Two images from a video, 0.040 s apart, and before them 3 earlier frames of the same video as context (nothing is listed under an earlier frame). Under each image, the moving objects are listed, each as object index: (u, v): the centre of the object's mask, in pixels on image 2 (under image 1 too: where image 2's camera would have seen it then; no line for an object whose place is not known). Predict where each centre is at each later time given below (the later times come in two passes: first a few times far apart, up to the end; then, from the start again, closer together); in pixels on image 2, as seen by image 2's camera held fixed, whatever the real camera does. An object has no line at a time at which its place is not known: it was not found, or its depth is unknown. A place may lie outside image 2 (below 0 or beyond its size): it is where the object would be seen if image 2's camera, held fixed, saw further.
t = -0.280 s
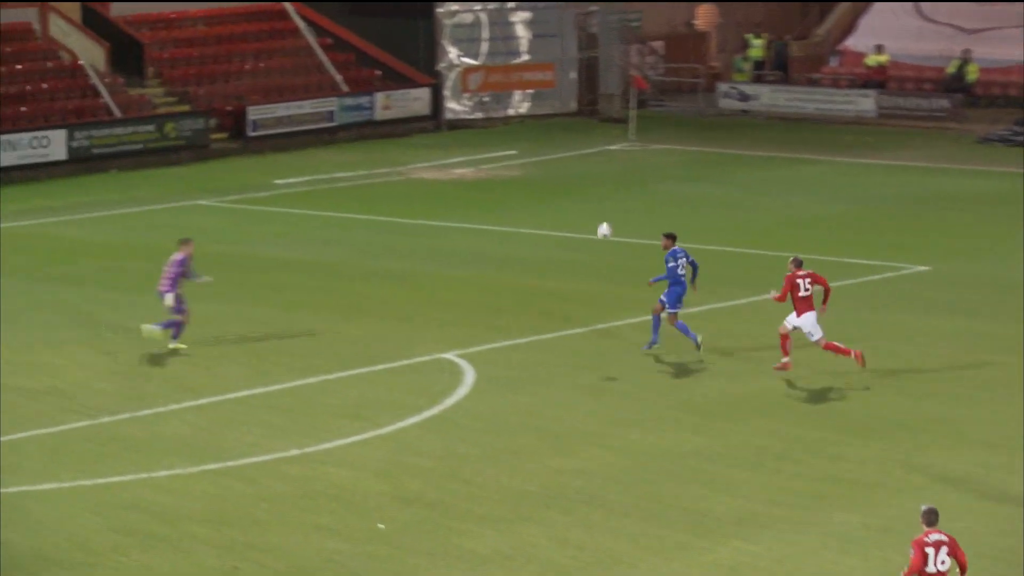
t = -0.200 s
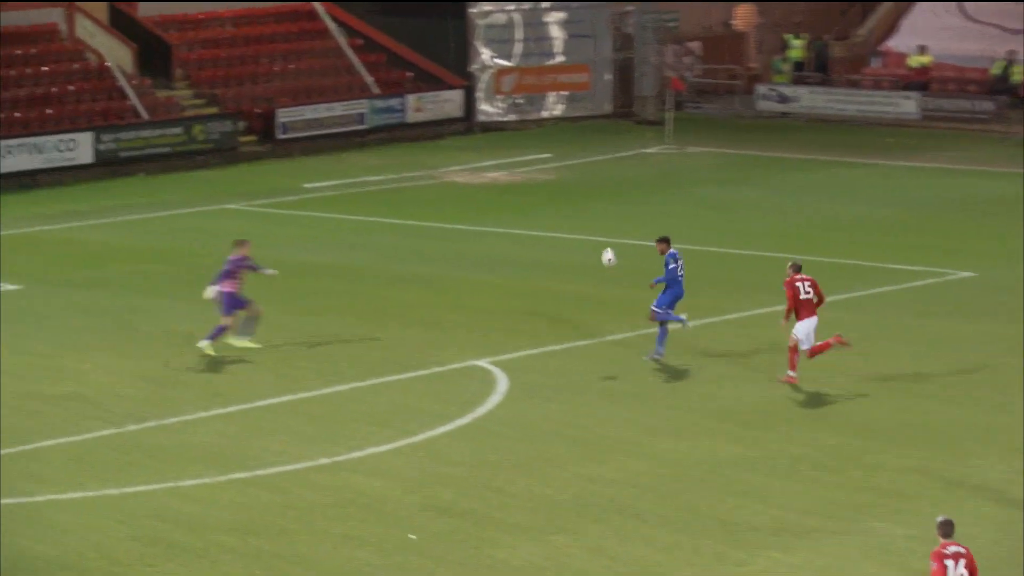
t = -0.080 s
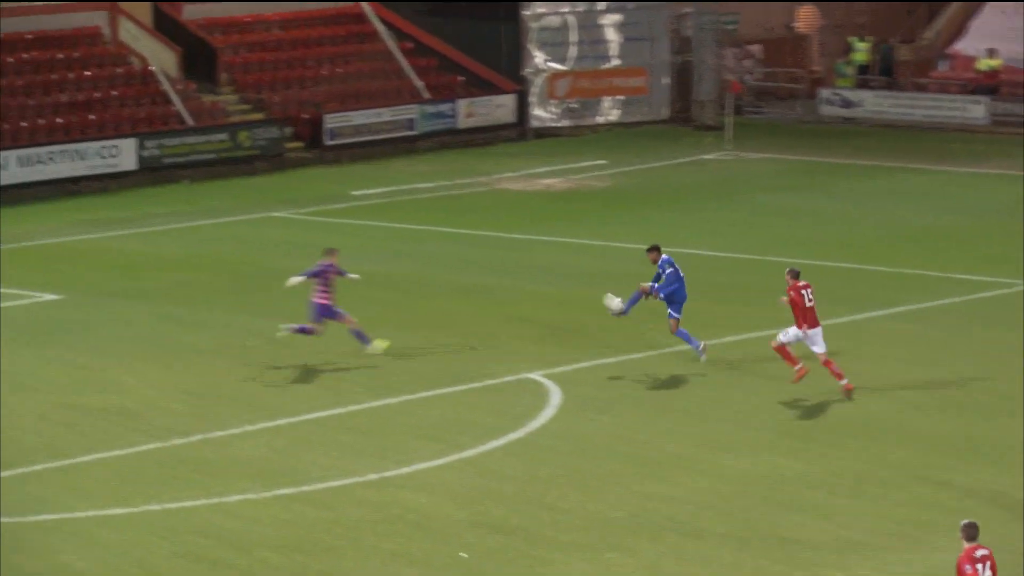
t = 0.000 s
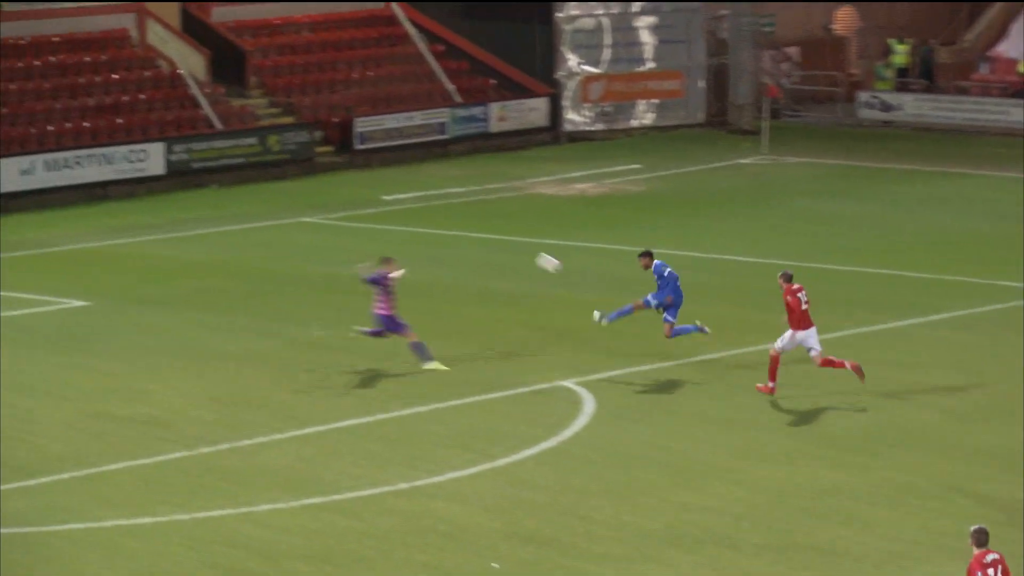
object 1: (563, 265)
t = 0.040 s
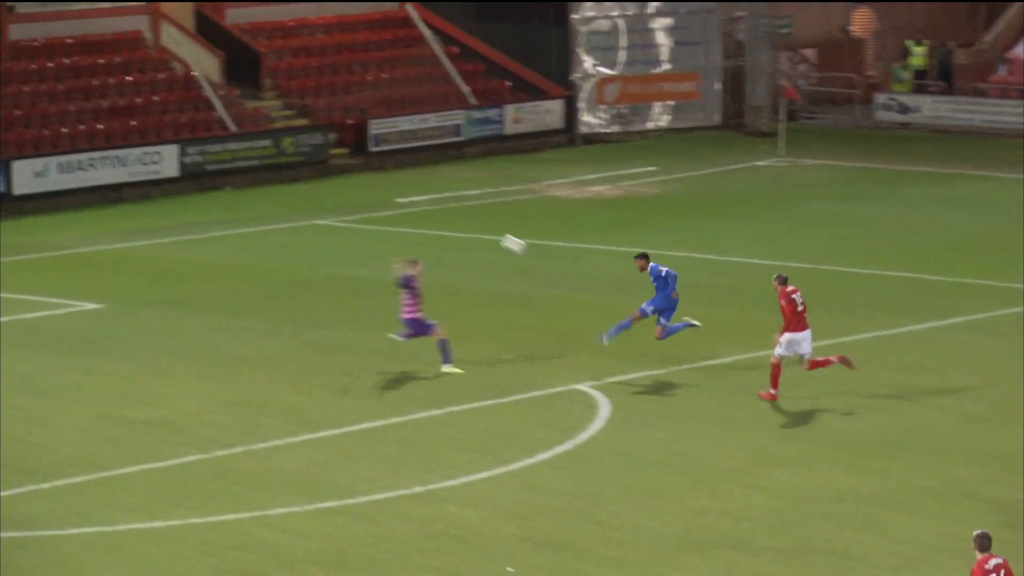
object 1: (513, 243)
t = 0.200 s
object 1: (319, 176)
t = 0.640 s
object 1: (-192, 117)
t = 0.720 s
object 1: (-286, 125)
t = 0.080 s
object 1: (463, 225)
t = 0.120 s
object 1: (414, 207)
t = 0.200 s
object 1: (319, 176)
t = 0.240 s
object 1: (271, 164)
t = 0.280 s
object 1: (223, 153)
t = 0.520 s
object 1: (-55, 115)
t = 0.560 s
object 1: (-100, 114)
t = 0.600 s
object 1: (-146, 115)
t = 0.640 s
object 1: (-192, 117)
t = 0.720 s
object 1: (-286, 125)
